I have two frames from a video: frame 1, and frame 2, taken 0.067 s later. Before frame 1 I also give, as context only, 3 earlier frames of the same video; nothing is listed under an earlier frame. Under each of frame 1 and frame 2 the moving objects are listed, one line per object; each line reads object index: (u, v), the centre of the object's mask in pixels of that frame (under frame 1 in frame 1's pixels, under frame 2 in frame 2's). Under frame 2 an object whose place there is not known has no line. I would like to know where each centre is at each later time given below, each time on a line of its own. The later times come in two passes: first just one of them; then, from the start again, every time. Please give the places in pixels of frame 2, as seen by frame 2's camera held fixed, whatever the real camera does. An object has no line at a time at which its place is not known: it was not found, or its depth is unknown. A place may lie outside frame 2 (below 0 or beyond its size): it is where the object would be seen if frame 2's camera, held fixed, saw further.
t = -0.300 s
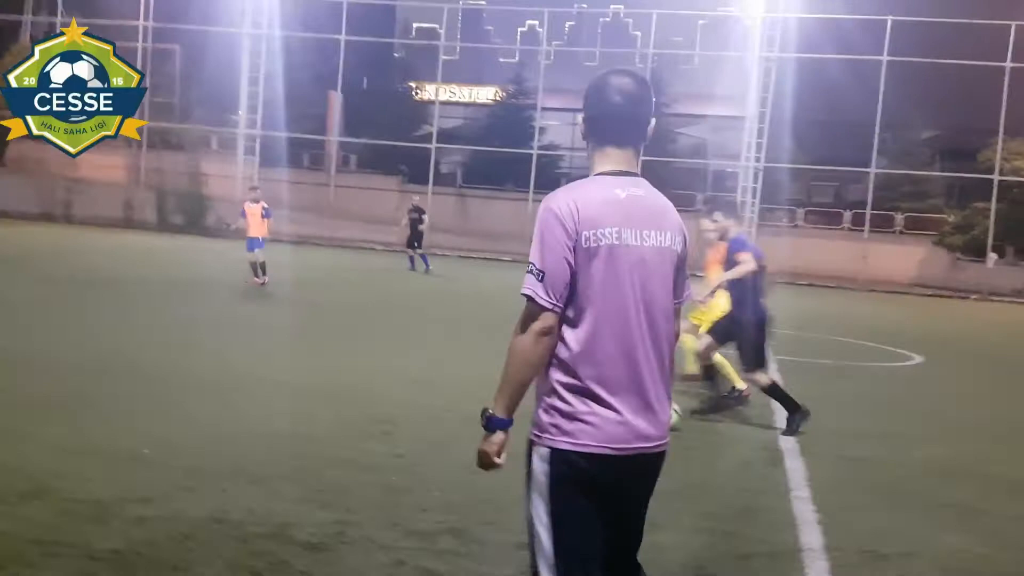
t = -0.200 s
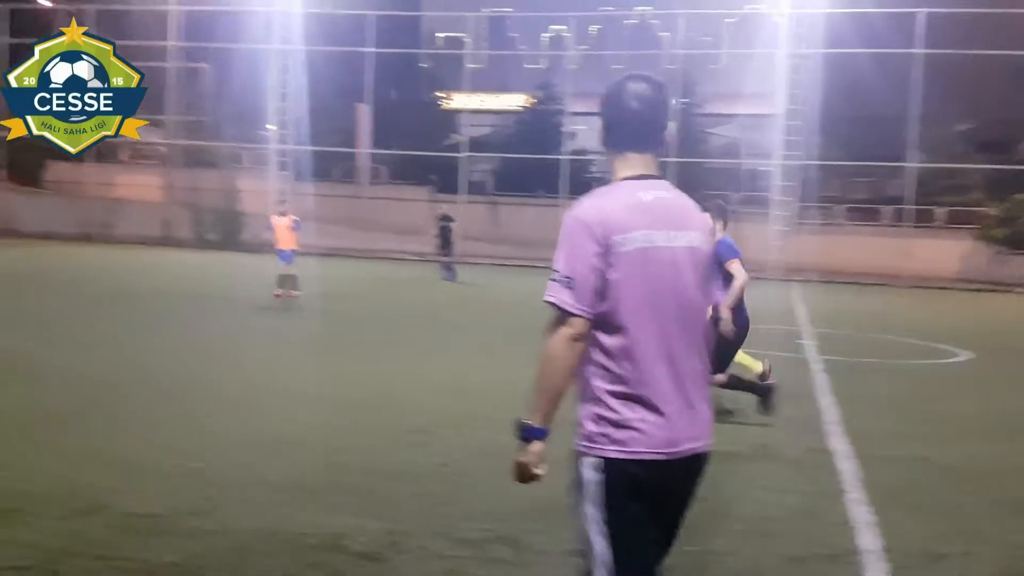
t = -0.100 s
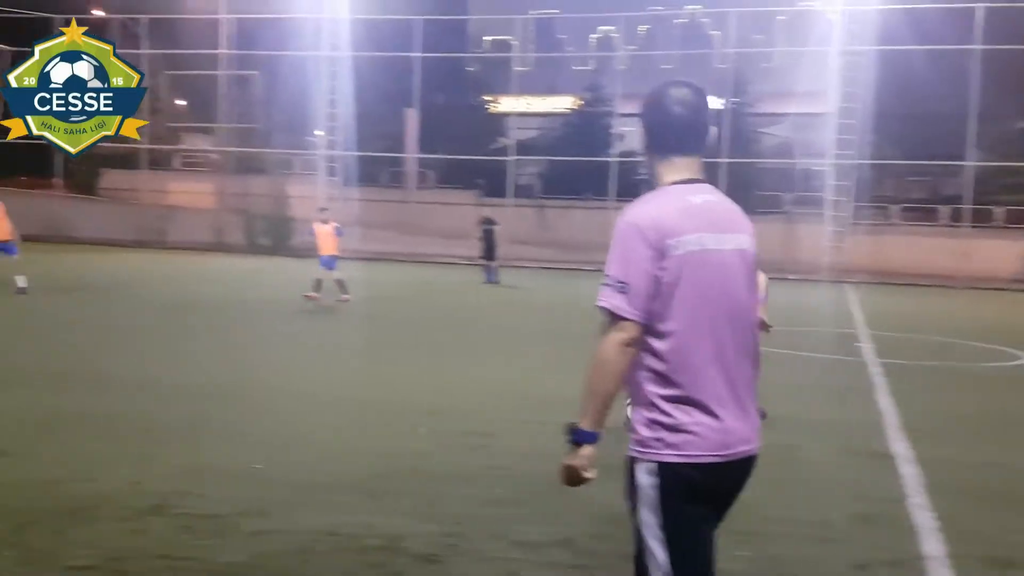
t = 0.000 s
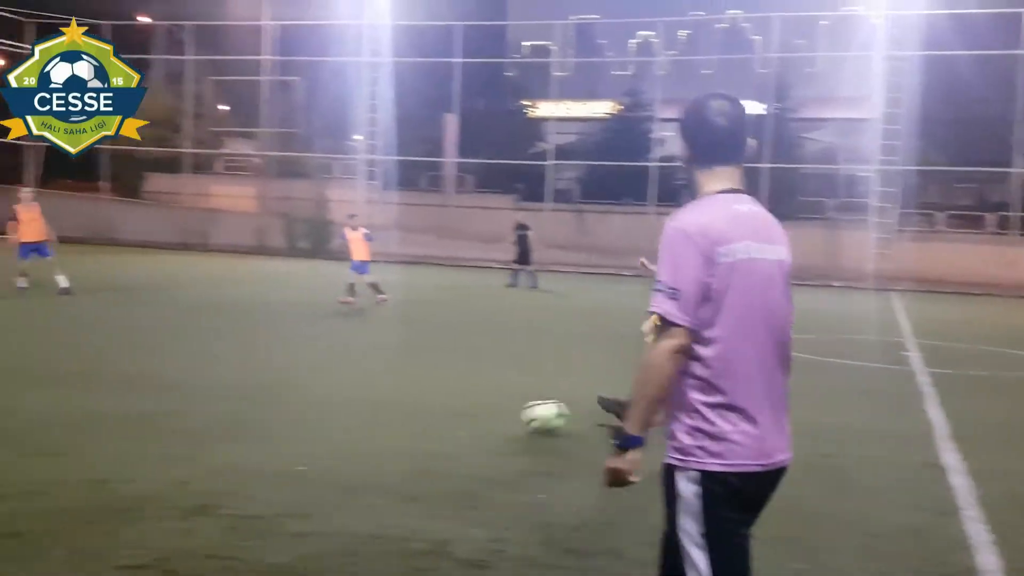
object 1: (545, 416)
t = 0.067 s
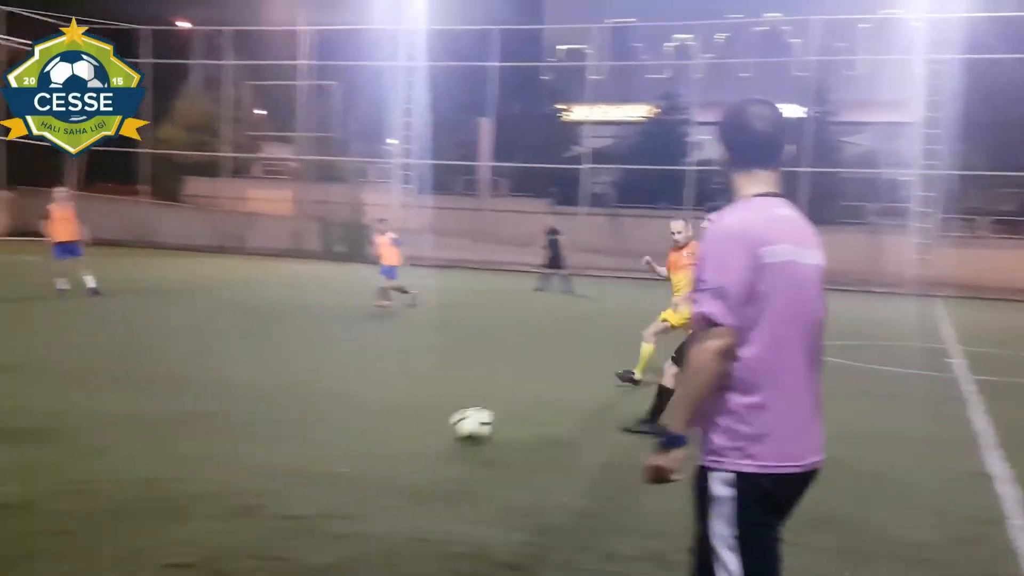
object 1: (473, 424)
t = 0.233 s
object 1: (197, 433)
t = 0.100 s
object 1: (417, 429)
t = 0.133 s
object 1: (364, 427)
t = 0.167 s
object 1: (309, 427)
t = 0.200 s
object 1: (253, 429)
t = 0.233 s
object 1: (197, 433)
